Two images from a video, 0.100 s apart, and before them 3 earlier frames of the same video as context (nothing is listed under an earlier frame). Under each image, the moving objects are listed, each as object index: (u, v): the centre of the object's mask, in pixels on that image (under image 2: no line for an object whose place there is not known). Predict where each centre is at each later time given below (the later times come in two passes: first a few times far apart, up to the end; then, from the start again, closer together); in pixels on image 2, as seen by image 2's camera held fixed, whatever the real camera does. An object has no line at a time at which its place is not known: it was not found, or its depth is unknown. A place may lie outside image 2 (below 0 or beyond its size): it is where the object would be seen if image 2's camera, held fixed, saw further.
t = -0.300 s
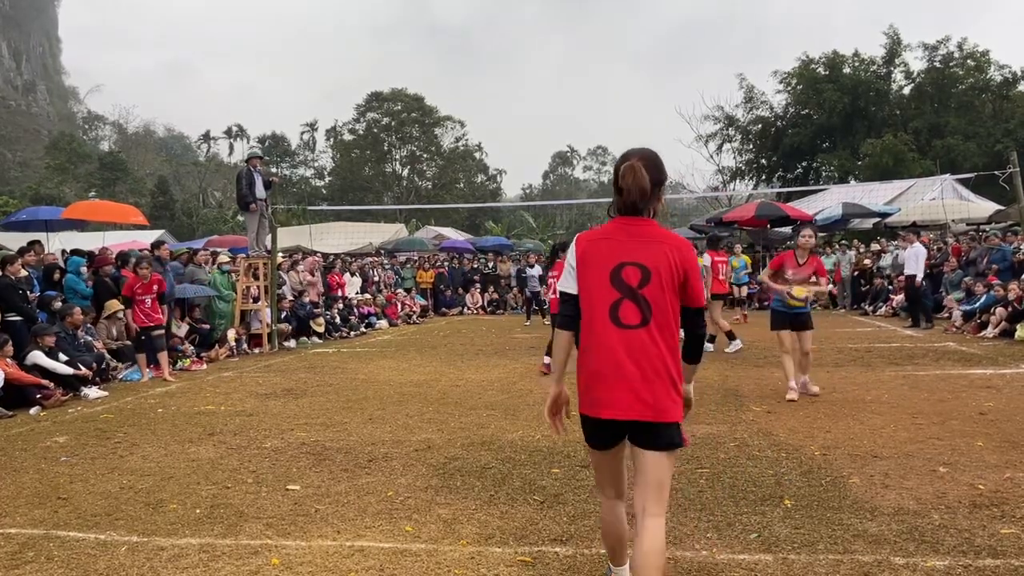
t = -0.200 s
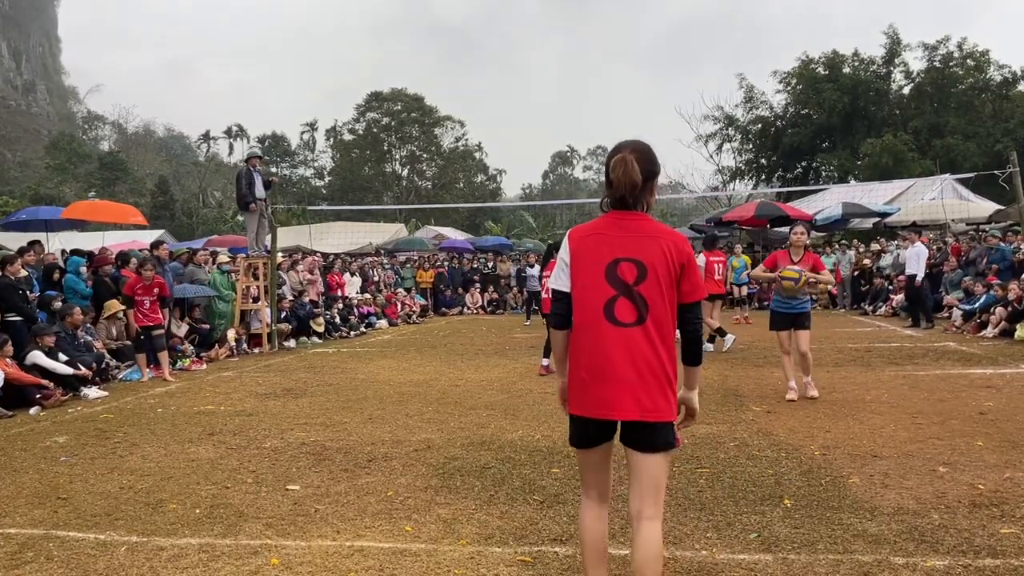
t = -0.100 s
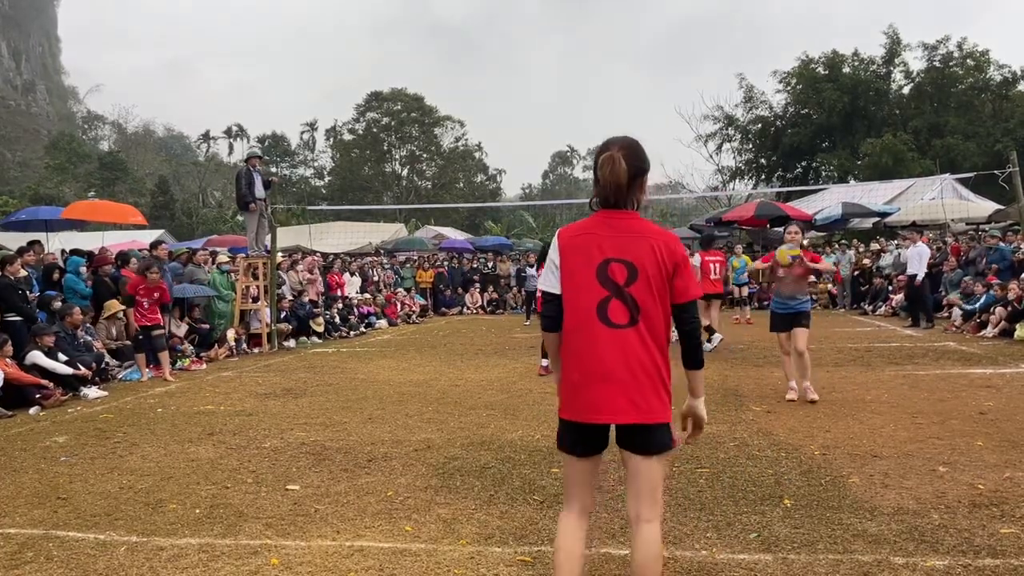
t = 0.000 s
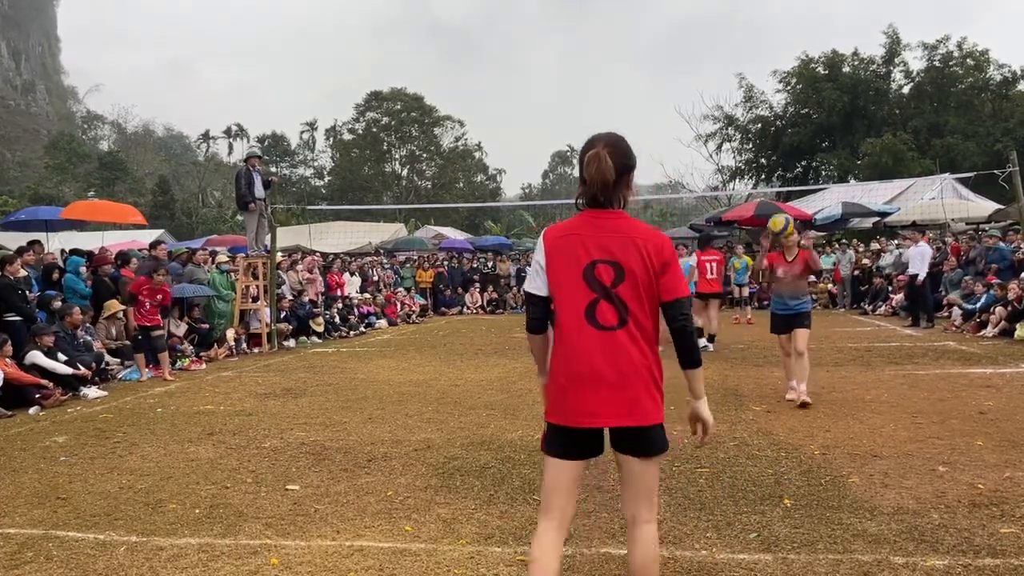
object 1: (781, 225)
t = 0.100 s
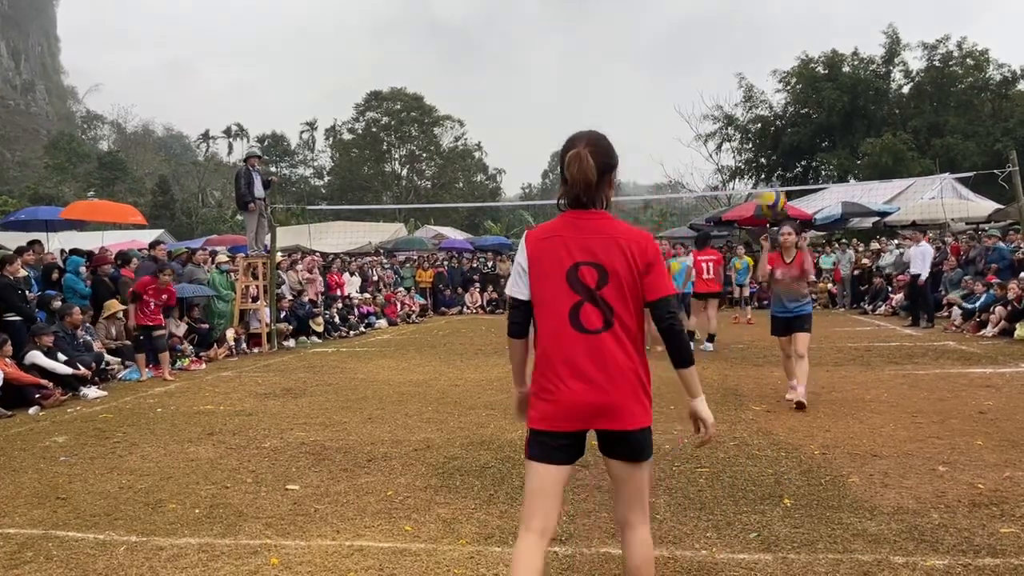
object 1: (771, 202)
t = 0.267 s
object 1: (757, 185)
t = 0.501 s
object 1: (730, 234)
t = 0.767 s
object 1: (690, 474)
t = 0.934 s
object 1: (661, 458)
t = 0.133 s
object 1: (768, 195)
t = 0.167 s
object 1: (767, 190)
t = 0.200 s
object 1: (763, 188)
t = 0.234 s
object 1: (759, 186)
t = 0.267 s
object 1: (757, 185)
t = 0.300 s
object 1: (753, 186)
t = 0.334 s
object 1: (750, 189)
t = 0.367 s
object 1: (746, 194)
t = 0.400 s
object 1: (742, 202)
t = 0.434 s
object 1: (739, 209)
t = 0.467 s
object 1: (734, 221)
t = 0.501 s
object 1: (730, 234)
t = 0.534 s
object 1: (726, 250)
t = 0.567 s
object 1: (722, 271)
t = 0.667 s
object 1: (707, 353)
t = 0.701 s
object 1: (702, 388)
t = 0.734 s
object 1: (697, 428)
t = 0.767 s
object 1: (690, 474)
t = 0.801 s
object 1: (684, 525)
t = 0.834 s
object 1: (678, 532)
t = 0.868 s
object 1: (673, 506)
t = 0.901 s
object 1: (667, 481)
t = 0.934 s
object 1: (661, 458)
